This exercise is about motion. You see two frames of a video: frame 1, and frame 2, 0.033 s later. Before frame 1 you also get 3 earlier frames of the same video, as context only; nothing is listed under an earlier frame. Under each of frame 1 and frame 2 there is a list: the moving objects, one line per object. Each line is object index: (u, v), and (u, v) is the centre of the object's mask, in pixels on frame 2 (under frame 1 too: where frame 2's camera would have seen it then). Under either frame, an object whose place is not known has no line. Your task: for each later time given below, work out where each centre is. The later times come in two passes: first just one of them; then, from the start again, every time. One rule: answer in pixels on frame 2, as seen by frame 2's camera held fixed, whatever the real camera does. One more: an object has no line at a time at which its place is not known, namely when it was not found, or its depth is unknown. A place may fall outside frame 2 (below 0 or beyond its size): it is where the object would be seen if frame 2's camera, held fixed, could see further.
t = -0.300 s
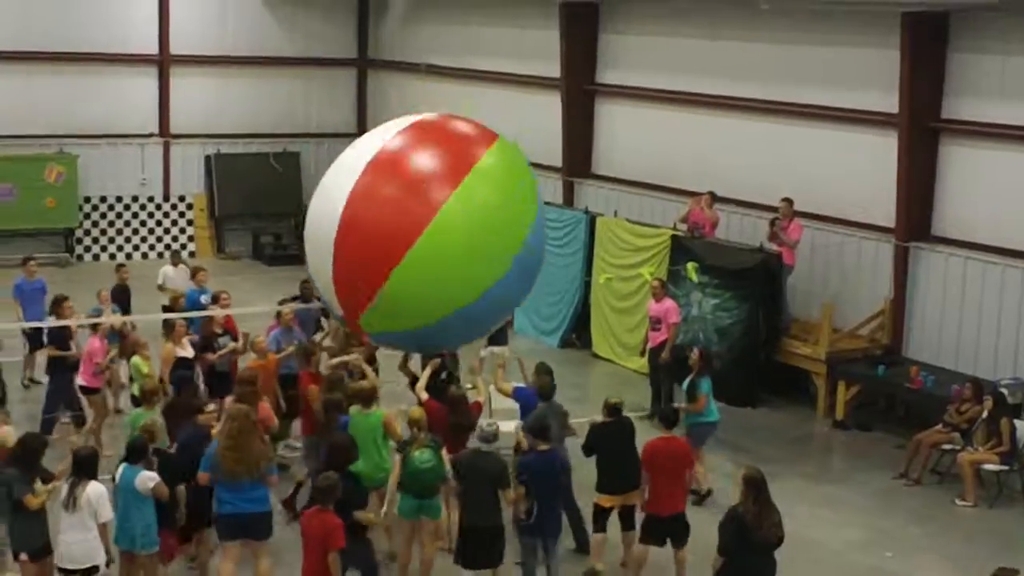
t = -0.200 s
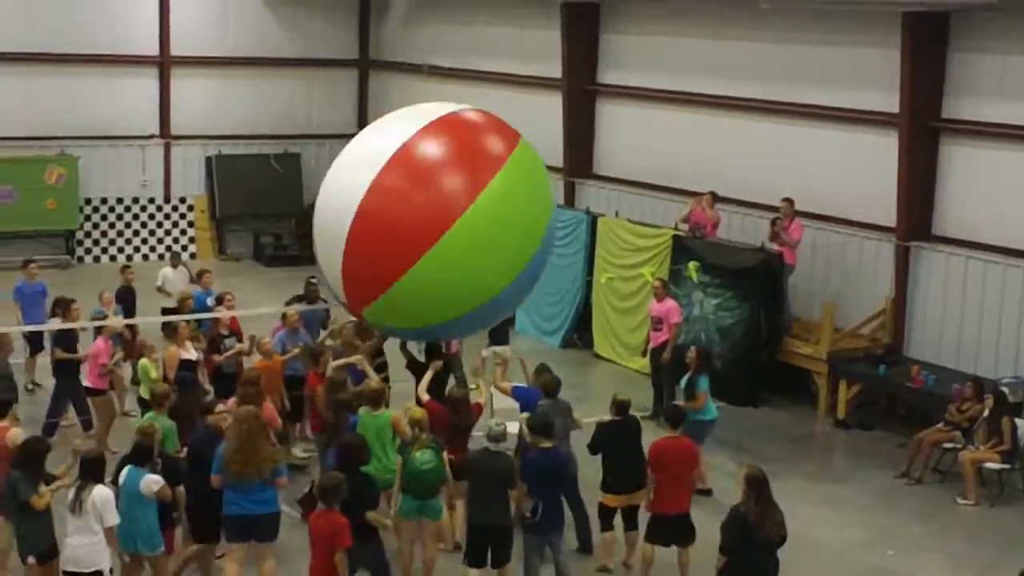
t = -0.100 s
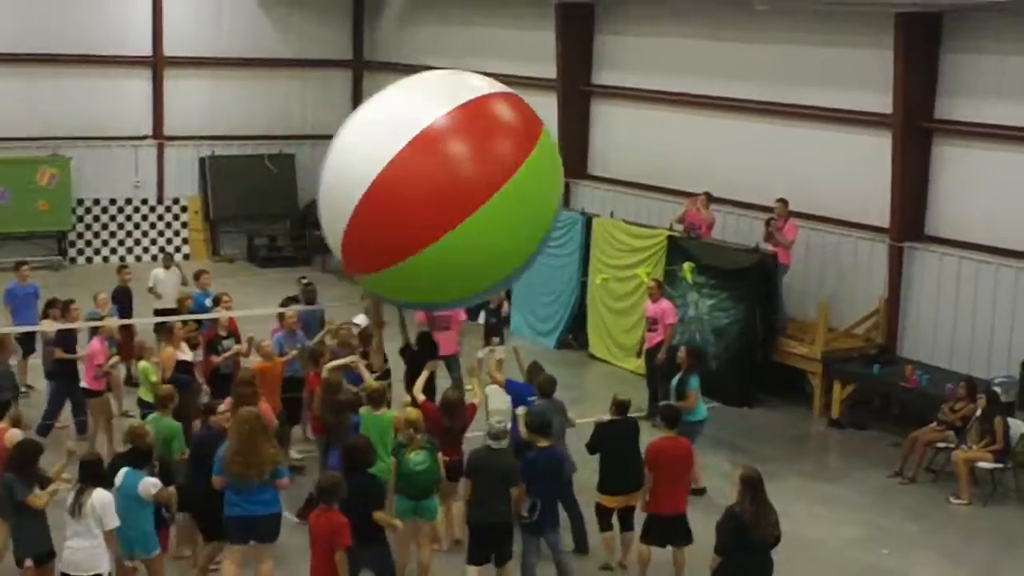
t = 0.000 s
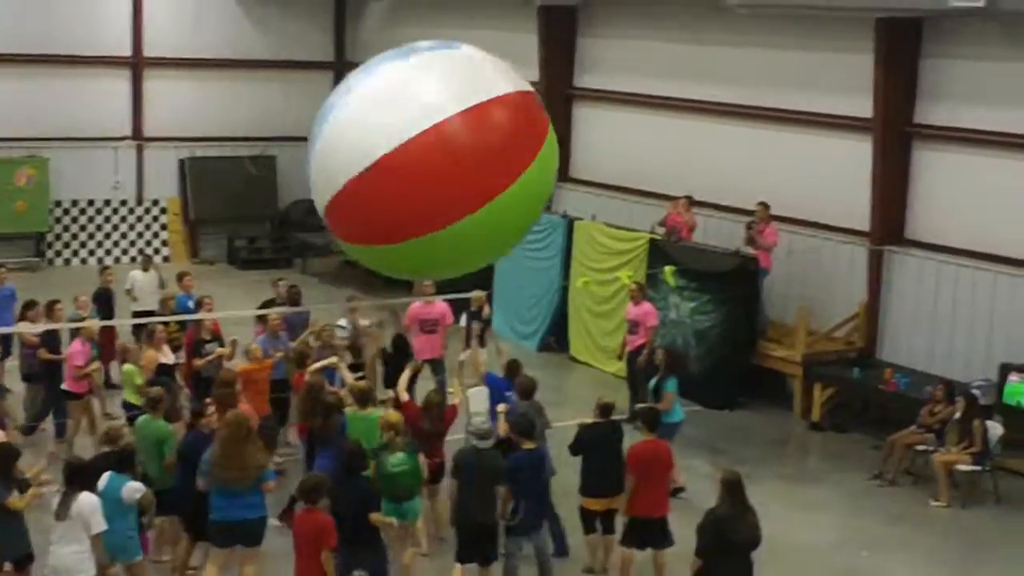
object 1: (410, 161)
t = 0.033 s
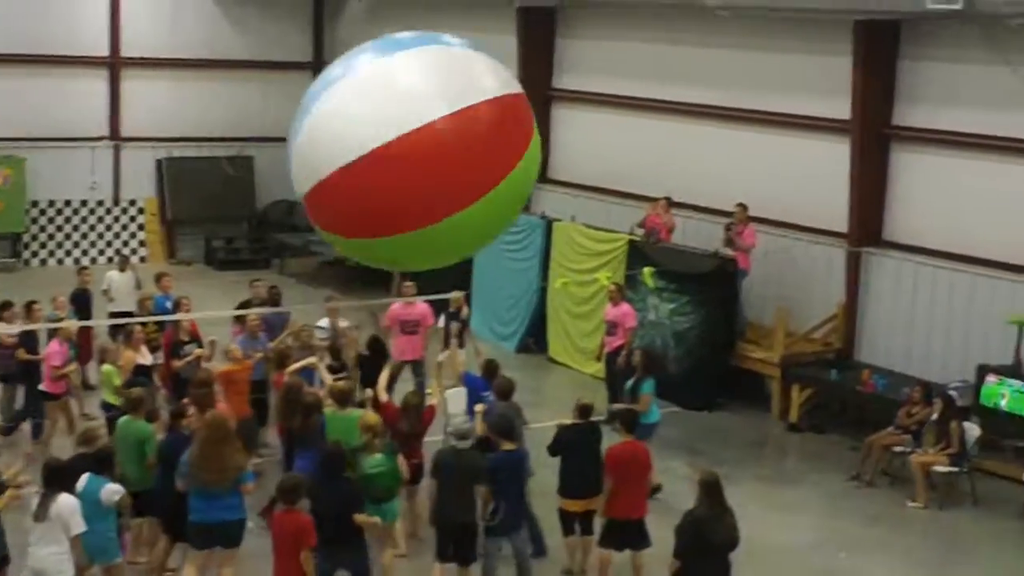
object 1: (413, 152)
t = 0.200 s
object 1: (432, 107)
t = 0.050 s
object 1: (415, 147)
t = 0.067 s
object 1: (417, 142)
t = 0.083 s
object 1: (420, 137)
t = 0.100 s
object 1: (421, 132)
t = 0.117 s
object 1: (424, 128)
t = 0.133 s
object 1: (425, 123)
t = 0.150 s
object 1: (427, 119)
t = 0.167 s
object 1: (428, 115)
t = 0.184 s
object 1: (430, 111)
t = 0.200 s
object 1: (432, 107)
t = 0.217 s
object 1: (435, 105)
